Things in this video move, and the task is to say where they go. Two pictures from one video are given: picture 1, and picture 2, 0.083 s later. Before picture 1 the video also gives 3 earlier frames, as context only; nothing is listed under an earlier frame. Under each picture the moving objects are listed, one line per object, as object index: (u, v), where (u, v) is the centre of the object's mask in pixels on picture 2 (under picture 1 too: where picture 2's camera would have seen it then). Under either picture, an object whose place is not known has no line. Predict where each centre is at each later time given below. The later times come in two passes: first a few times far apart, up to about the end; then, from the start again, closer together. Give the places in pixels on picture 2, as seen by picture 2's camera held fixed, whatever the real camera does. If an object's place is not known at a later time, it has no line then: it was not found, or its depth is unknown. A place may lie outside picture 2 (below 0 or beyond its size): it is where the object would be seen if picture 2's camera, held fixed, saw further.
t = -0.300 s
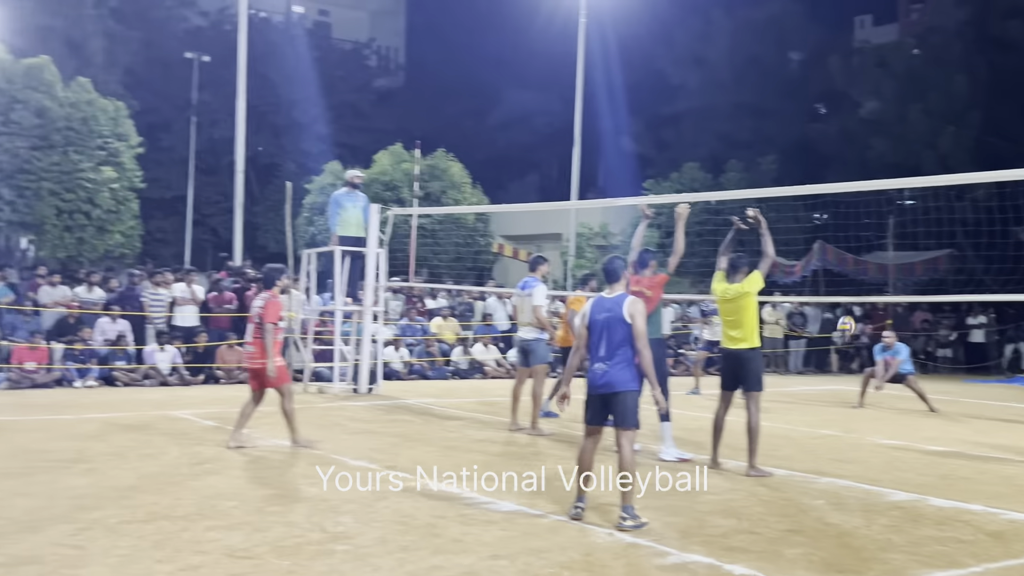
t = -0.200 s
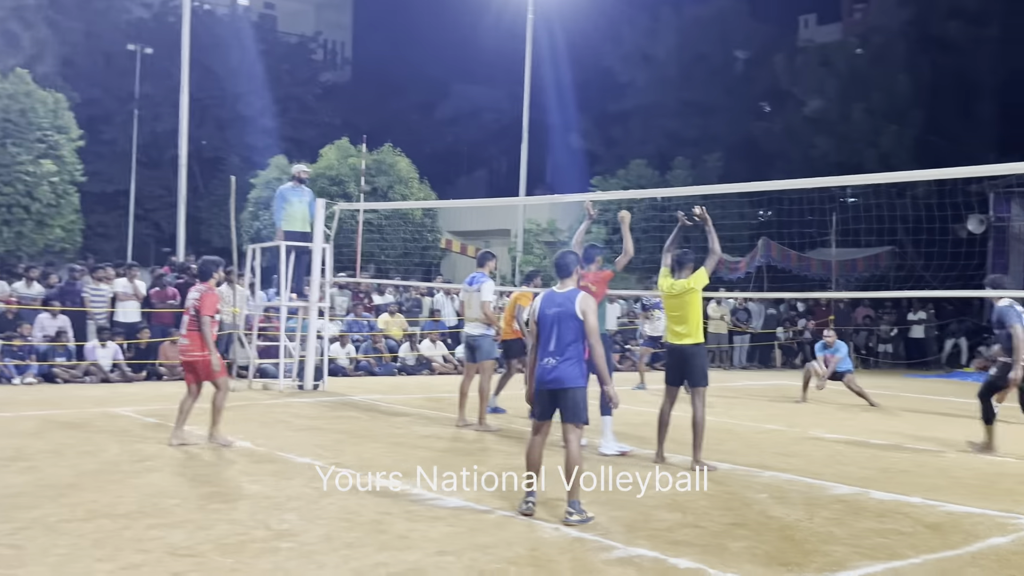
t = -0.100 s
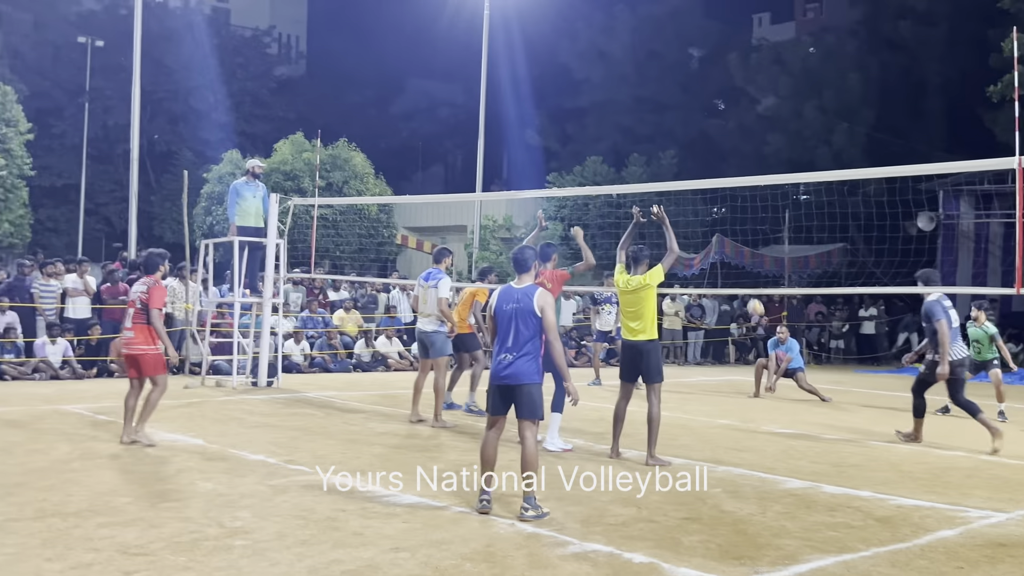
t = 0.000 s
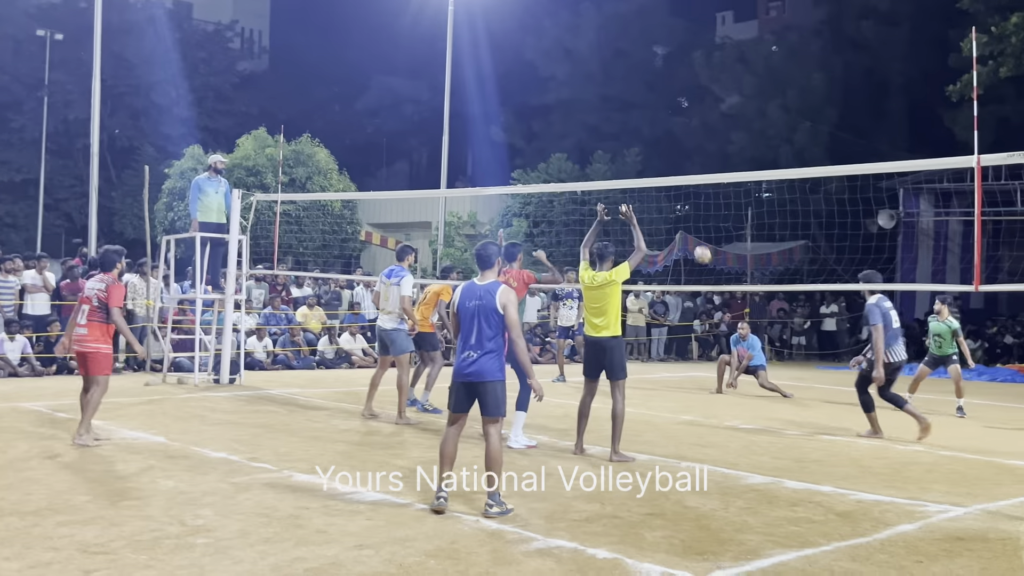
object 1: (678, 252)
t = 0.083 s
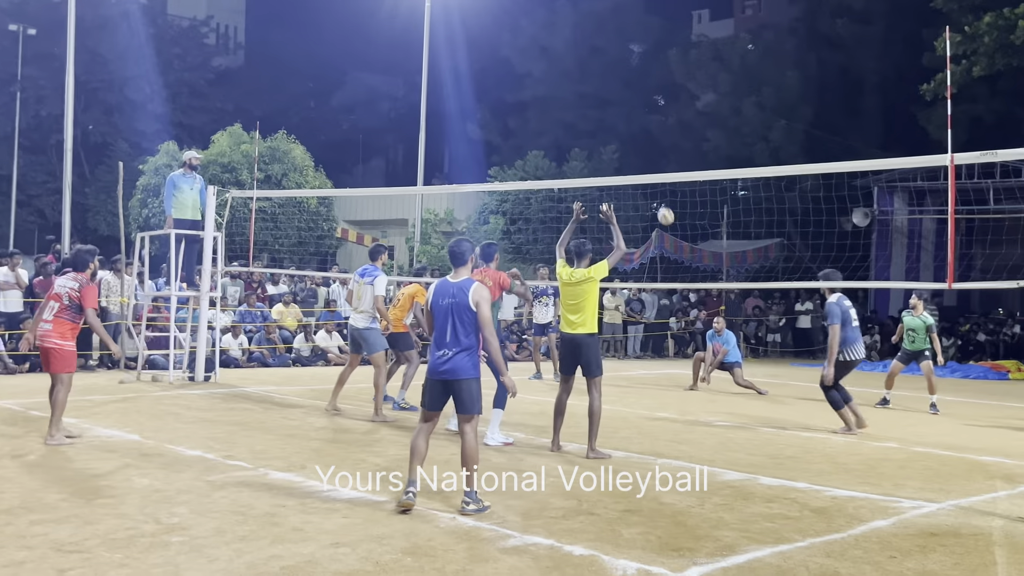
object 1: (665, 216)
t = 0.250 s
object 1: (639, 156)
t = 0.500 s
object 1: (599, 103)
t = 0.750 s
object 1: (555, 92)
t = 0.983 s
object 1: (512, 124)
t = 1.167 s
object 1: (477, 176)
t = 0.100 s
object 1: (663, 209)
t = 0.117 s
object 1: (660, 203)
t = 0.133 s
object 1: (658, 196)
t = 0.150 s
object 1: (655, 191)
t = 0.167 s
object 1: (653, 187)
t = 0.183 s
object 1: (650, 180)
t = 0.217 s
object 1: (645, 167)
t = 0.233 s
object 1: (642, 162)
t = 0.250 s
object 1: (639, 156)
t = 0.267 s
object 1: (637, 151)
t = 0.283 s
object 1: (634, 147)
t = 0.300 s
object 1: (631, 142)
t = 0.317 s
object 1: (629, 138)
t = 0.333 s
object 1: (626, 134)
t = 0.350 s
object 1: (623, 130)
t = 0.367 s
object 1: (621, 126)
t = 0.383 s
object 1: (618, 122)
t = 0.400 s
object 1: (615, 119)
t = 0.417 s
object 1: (612, 116)
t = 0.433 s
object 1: (610, 113)
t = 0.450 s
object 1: (607, 110)
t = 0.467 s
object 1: (604, 107)
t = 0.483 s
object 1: (601, 105)
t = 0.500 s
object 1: (599, 103)
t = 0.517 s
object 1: (596, 100)
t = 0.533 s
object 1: (593, 99)
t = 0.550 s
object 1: (590, 96)
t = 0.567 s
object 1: (587, 95)
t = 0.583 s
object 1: (585, 94)
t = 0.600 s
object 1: (582, 93)
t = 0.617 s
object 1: (579, 92)
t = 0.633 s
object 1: (576, 92)
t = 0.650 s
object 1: (573, 91)
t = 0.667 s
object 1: (570, 91)
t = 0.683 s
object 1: (567, 90)
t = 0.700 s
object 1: (564, 91)
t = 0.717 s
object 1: (561, 91)
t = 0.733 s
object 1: (558, 91)
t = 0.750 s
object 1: (555, 92)
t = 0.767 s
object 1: (552, 93)
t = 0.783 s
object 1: (549, 95)
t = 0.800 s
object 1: (546, 96)
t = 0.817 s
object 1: (543, 97)
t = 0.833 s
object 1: (540, 99)
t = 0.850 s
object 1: (537, 101)
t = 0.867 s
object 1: (534, 103)
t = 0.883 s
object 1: (531, 106)
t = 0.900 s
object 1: (528, 108)
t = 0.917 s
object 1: (525, 111)
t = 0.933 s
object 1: (522, 115)
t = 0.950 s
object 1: (518, 118)
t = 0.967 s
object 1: (515, 121)
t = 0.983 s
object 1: (512, 124)
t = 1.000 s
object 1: (509, 128)
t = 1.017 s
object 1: (506, 132)
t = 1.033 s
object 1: (503, 137)
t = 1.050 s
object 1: (500, 141)
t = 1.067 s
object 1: (496, 146)
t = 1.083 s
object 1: (493, 151)
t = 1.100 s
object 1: (490, 156)
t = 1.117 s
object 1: (487, 161)
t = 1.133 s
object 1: (483, 167)
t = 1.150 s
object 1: (480, 172)
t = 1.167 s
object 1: (477, 176)
